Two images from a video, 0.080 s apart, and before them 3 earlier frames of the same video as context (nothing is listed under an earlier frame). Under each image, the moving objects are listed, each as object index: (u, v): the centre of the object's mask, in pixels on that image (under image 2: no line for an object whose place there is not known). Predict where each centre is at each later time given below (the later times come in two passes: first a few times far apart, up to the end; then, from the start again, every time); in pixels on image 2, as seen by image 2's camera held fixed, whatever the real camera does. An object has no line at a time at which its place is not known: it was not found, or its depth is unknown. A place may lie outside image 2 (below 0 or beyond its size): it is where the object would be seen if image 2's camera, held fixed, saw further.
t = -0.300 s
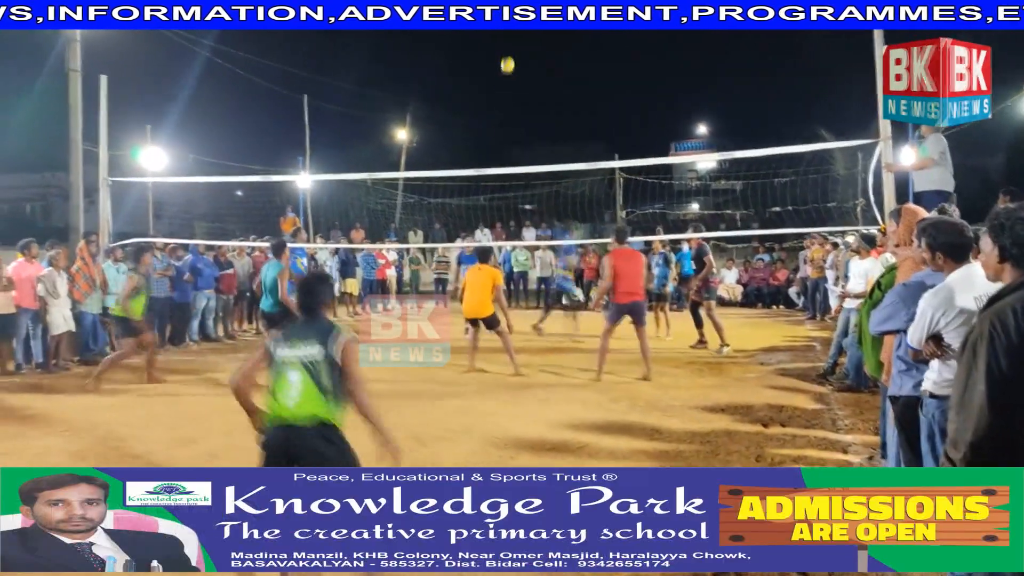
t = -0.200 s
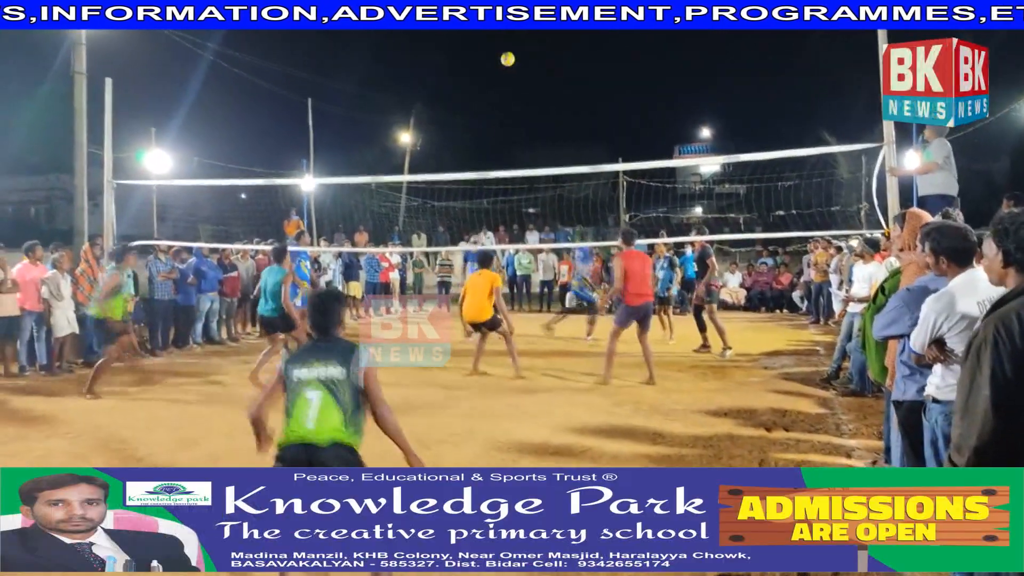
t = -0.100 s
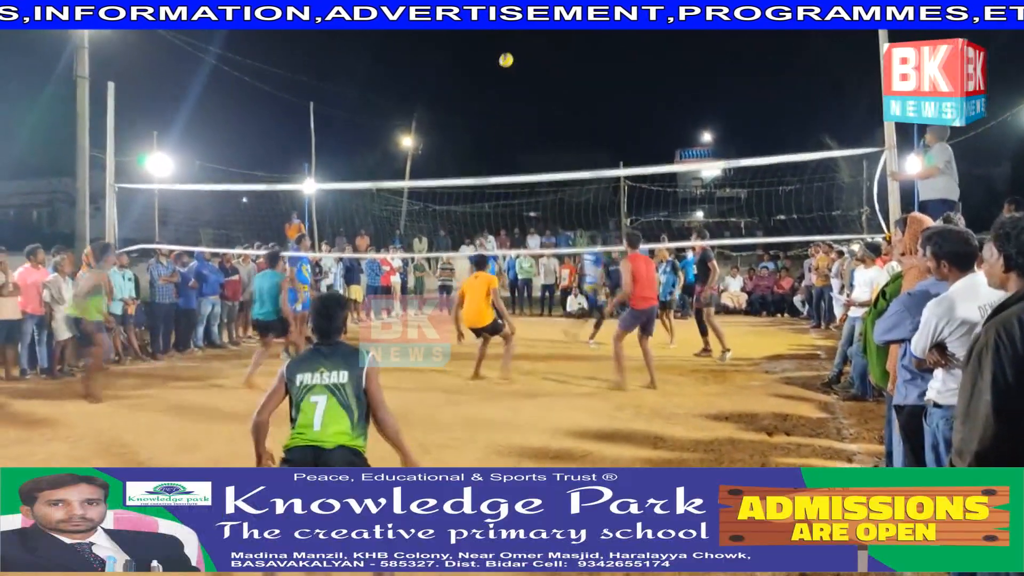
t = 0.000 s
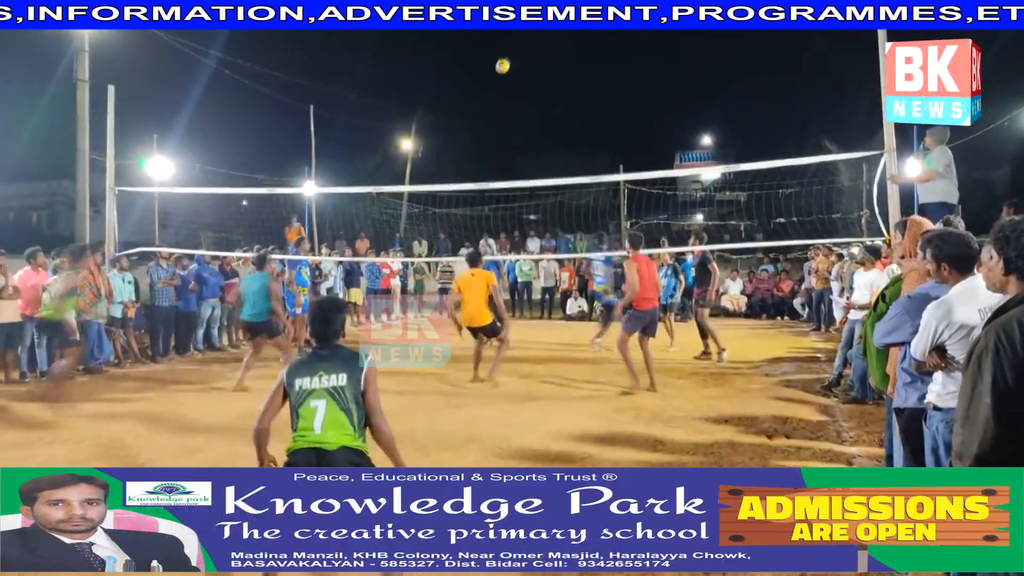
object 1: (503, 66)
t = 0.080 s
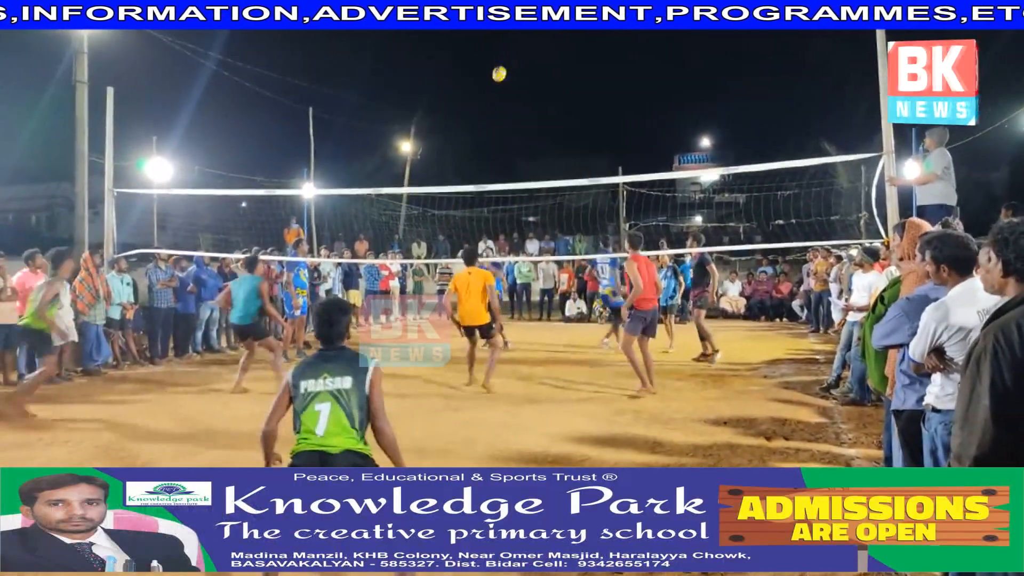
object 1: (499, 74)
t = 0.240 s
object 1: (494, 96)
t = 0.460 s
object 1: (488, 152)
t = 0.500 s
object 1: (487, 163)
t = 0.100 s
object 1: (498, 75)
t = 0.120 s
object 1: (498, 78)
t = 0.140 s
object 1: (497, 80)
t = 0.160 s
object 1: (496, 85)
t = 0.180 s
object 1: (496, 87)
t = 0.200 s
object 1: (495, 90)
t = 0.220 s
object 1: (494, 94)
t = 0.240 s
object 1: (494, 96)
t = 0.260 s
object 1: (493, 102)
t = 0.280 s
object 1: (493, 106)
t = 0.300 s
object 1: (492, 110)
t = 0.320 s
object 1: (492, 115)
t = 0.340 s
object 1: (491, 118)
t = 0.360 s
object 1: (490, 124)
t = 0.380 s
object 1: (490, 129)
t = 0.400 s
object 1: (489, 133)
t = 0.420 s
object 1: (489, 138)
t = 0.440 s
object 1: (489, 143)
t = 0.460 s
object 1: (488, 152)
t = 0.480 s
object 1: (487, 158)
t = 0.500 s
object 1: (487, 163)
